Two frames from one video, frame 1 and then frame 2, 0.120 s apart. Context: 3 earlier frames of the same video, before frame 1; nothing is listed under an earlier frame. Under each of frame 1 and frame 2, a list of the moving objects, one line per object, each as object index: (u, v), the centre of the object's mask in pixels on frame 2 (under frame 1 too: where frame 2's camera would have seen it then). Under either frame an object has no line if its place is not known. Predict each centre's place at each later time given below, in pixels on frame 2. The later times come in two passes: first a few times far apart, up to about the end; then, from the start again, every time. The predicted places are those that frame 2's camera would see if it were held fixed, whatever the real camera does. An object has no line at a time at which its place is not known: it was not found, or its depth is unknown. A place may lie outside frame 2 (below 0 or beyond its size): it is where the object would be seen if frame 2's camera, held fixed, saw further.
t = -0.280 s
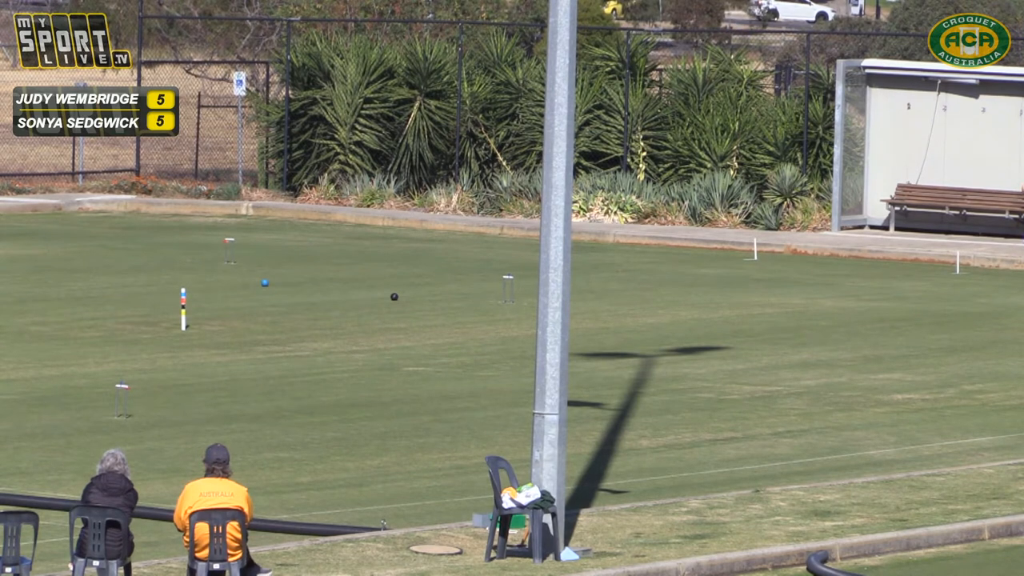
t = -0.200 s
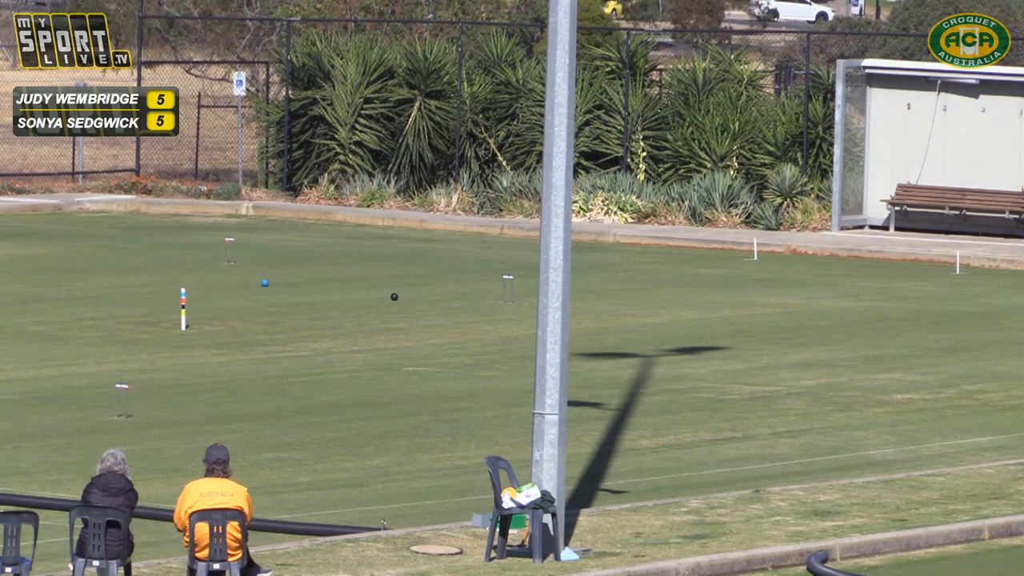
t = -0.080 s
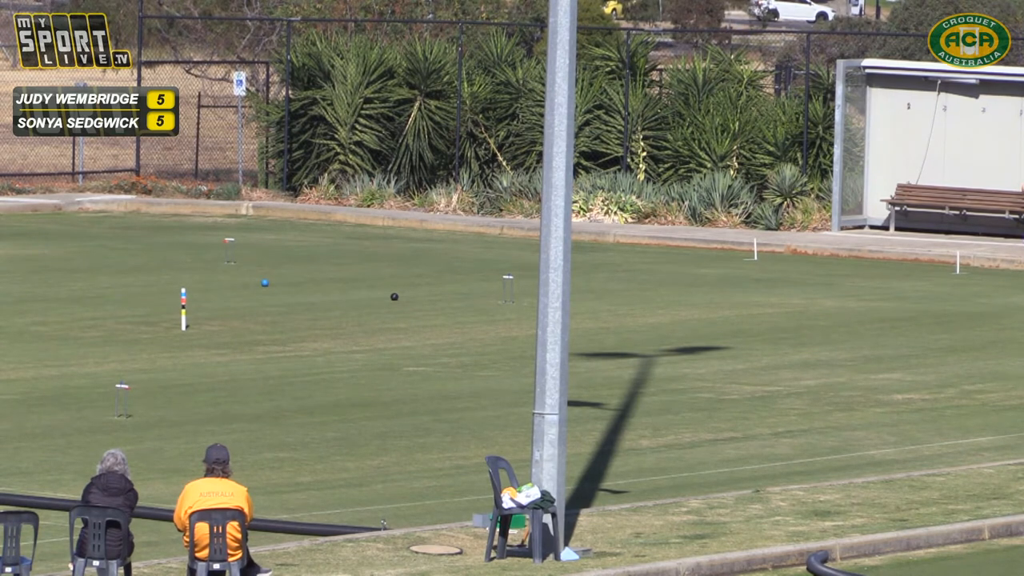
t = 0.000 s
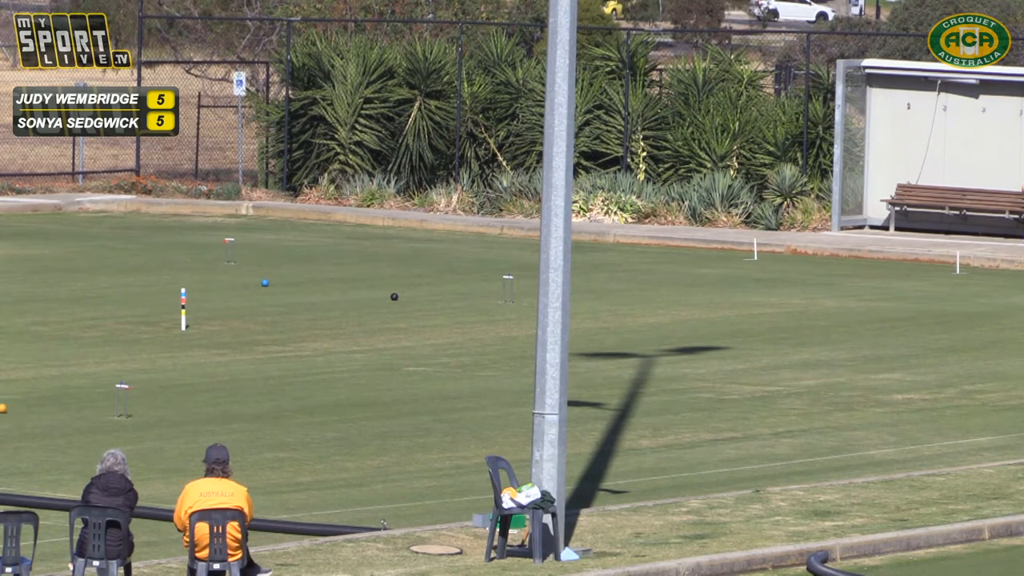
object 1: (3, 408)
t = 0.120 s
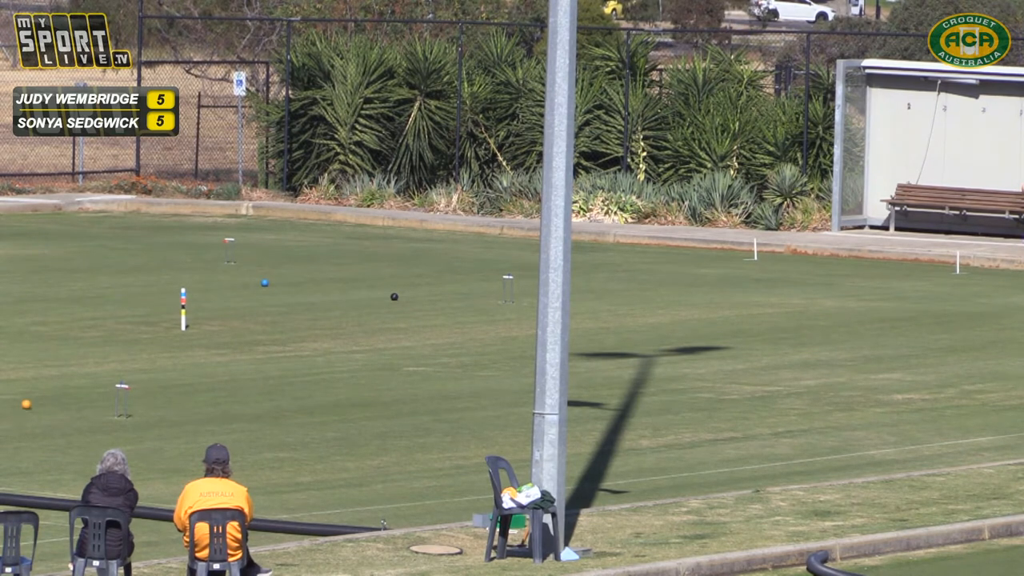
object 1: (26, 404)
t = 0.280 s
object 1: (58, 401)
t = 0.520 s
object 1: (103, 395)
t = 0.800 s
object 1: (154, 387)
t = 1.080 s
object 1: (200, 380)
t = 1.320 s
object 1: (239, 374)
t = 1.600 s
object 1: (280, 369)
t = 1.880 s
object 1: (318, 363)
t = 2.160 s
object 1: (355, 358)
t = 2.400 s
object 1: (385, 354)
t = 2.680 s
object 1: (418, 350)
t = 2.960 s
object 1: (448, 345)
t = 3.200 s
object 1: (473, 341)
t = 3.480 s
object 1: (500, 337)
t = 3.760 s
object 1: (525, 333)
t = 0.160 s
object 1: (34, 403)
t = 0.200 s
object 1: (42, 403)
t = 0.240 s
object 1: (50, 401)
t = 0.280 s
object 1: (58, 401)
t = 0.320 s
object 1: (65, 400)
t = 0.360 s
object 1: (73, 399)
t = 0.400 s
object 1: (81, 398)
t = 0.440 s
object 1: (89, 397)
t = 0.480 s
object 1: (96, 396)
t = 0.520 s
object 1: (103, 395)
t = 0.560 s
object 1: (110, 394)
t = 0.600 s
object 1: (118, 393)
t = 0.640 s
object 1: (126, 391)
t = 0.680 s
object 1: (132, 390)
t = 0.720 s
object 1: (140, 390)
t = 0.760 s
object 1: (147, 388)
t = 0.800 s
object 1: (154, 387)
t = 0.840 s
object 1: (161, 386)
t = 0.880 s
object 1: (168, 385)
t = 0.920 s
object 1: (174, 384)
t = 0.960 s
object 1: (181, 383)
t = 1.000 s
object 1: (188, 382)
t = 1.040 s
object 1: (194, 381)
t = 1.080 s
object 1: (200, 380)
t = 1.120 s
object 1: (208, 379)
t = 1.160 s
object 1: (214, 378)
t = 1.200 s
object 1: (220, 377)
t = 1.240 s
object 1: (226, 376)
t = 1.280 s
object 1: (232, 375)
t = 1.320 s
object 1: (239, 374)
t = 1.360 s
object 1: (244, 373)
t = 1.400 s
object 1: (251, 372)
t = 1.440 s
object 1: (257, 372)
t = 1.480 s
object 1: (262, 370)
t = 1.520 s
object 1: (268, 370)
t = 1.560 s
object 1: (274, 369)
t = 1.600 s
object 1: (280, 369)
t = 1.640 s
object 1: (285, 367)
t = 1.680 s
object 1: (291, 367)
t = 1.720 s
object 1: (297, 366)
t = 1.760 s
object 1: (302, 365)
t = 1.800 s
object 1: (308, 365)
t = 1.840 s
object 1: (313, 364)
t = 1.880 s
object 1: (318, 363)
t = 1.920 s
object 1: (324, 362)
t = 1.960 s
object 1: (329, 362)
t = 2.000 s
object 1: (334, 361)
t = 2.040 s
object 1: (340, 360)
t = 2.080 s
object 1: (345, 360)
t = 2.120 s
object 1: (350, 359)
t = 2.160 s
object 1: (355, 358)
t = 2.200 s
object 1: (360, 358)
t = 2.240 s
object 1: (365, 357)
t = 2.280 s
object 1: (370, 356)
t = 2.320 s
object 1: (376, 355)
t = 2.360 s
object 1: (380, 355)
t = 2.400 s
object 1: (385, 354)
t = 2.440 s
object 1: (390, 354)
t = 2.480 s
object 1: (394, 353)
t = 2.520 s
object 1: (399, 352)
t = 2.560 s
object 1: (404, 351)
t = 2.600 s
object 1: (409, 351)
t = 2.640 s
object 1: (413, 350)
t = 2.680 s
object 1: (418, 350)
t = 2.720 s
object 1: (422, 349)
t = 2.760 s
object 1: (427, 348)
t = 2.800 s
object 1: (431, 347)
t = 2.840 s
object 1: (436, 347)
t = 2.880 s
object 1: (440, 347)
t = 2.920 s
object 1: (444, 346)
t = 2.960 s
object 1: (448, 345)
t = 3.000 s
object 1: (453, 345)
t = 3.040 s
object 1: (457, 344)
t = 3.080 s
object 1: (461, 343)
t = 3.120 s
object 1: (465, 342)
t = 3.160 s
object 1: (469, 342)
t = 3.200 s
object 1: (473, 341)
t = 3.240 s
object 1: (477, 340)
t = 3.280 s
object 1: (481, 340)
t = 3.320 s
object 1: (485, 339)
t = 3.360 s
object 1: (489, 339)
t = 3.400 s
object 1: (492, 338)
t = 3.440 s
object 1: (496, 337)
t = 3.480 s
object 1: (500, 337)
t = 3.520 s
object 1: (503, 337)
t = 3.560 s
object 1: (507, 336)
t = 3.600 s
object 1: (510, 335)
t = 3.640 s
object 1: (514, 335)
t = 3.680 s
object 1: (518, 334)
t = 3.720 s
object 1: (521, 333)
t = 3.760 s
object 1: (525, 333)
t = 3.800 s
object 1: (528, 333)
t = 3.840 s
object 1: (532, 332)
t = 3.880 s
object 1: (534, 331)
